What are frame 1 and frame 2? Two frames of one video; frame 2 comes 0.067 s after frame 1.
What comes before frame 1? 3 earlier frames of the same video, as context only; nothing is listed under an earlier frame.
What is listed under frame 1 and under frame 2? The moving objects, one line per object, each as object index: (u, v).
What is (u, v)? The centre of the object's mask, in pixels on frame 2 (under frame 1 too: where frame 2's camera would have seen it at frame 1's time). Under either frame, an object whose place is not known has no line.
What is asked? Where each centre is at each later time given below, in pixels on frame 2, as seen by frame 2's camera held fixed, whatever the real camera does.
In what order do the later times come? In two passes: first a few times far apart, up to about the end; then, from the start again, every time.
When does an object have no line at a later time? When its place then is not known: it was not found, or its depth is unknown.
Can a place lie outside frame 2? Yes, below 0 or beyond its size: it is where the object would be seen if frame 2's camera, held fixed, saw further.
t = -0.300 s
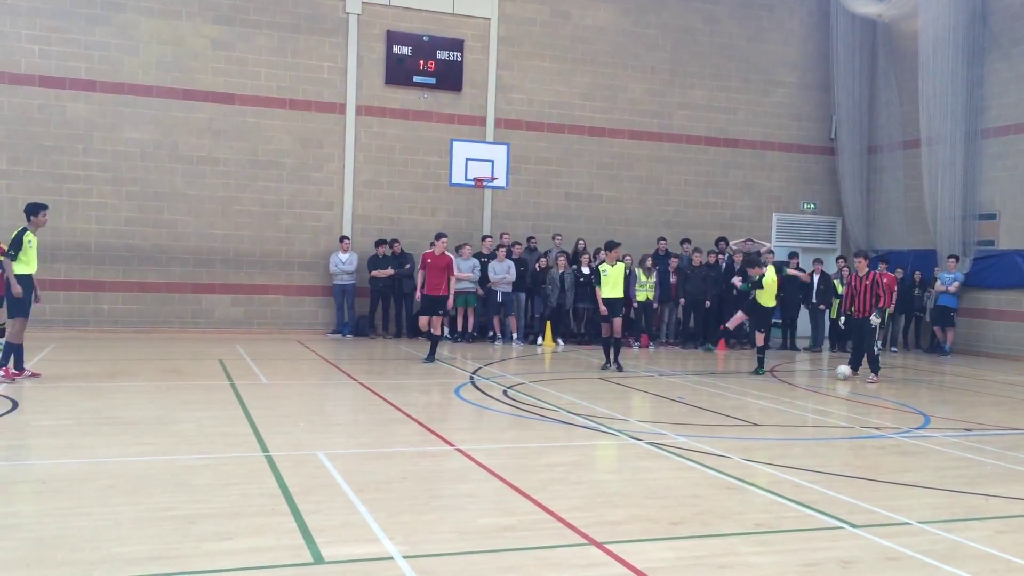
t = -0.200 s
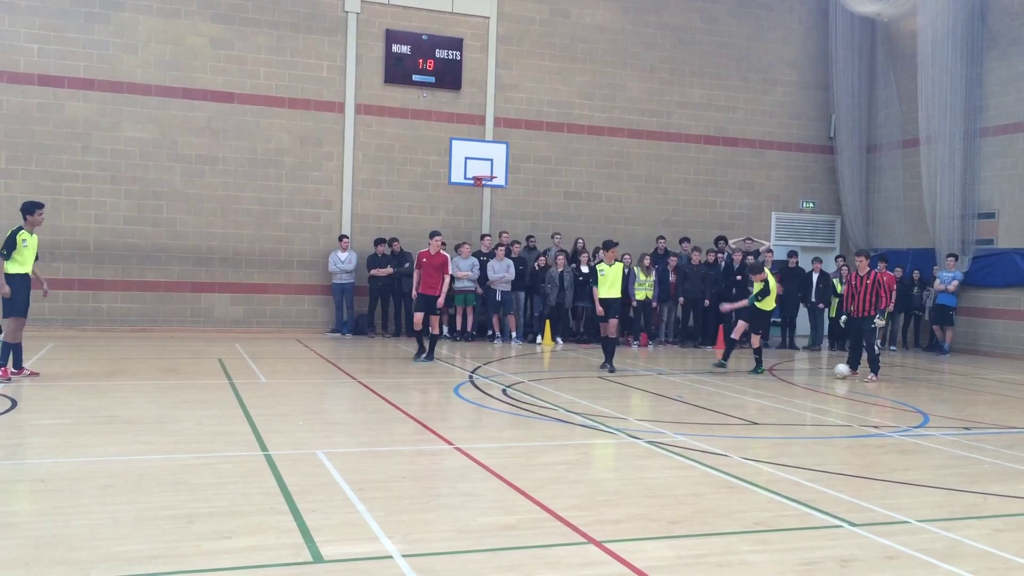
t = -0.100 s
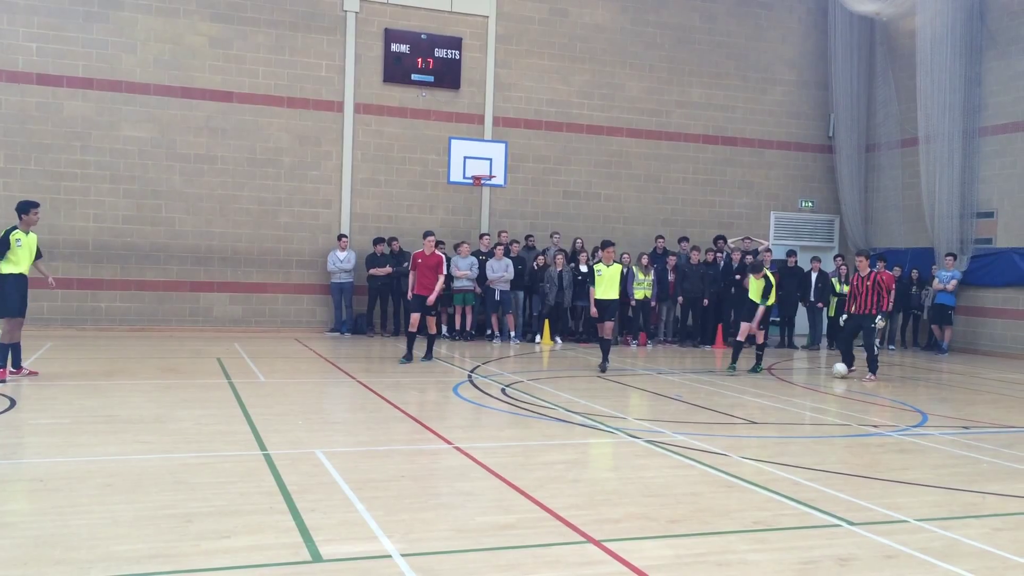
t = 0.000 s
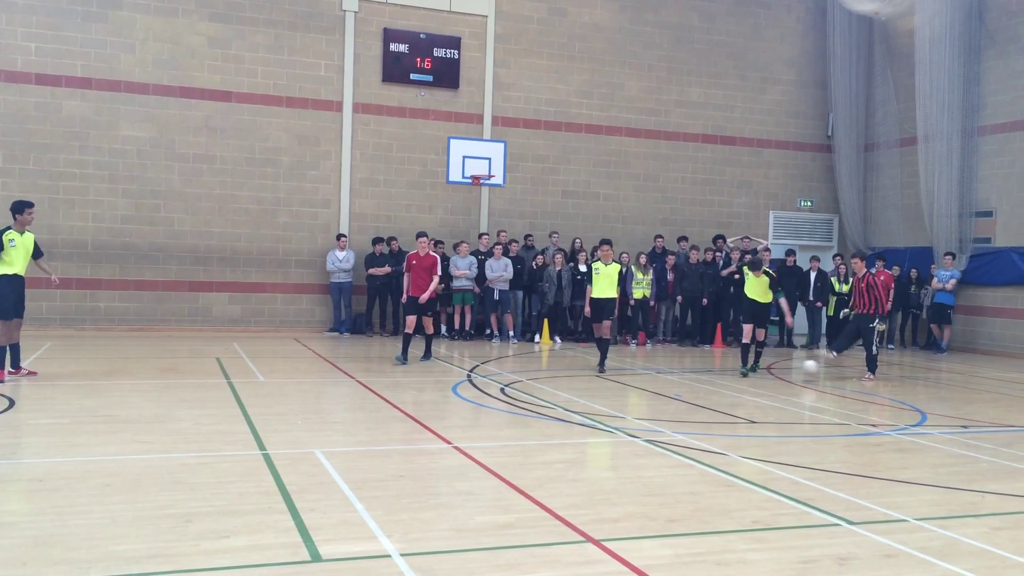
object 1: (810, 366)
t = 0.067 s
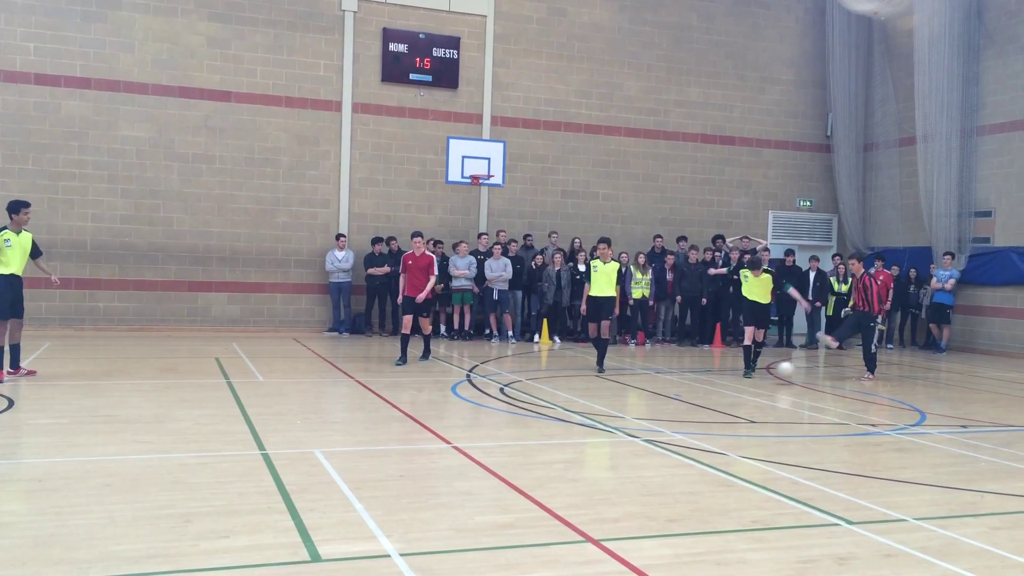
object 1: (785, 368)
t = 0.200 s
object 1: (734, 383)
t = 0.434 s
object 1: (636, 396)
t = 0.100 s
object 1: (773, 372)
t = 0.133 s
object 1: (761, 376)
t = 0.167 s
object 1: (747, 382)
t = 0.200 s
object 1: (734, 383)
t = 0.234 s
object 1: (720, 383)
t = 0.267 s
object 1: (708, 385)
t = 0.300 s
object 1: (693, 388)
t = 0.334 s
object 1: (679, 390)
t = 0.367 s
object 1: (665, 391)
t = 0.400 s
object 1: (651, 394)
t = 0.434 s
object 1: (636, 396)
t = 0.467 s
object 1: (621, 398)
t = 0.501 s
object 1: (606, 399)
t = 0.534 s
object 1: (590, 401)
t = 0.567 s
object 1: (574, 403)
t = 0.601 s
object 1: (558, 406)
